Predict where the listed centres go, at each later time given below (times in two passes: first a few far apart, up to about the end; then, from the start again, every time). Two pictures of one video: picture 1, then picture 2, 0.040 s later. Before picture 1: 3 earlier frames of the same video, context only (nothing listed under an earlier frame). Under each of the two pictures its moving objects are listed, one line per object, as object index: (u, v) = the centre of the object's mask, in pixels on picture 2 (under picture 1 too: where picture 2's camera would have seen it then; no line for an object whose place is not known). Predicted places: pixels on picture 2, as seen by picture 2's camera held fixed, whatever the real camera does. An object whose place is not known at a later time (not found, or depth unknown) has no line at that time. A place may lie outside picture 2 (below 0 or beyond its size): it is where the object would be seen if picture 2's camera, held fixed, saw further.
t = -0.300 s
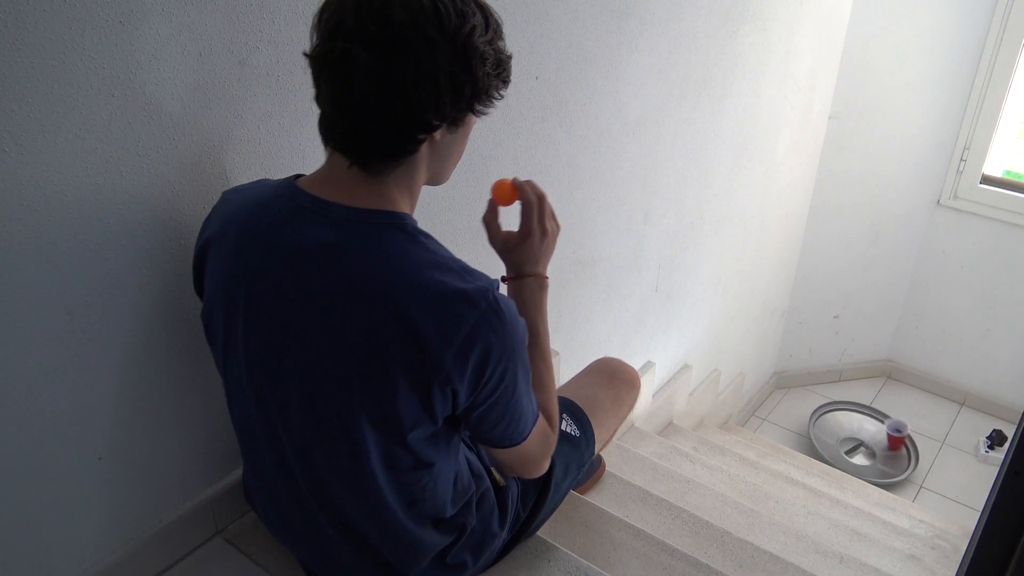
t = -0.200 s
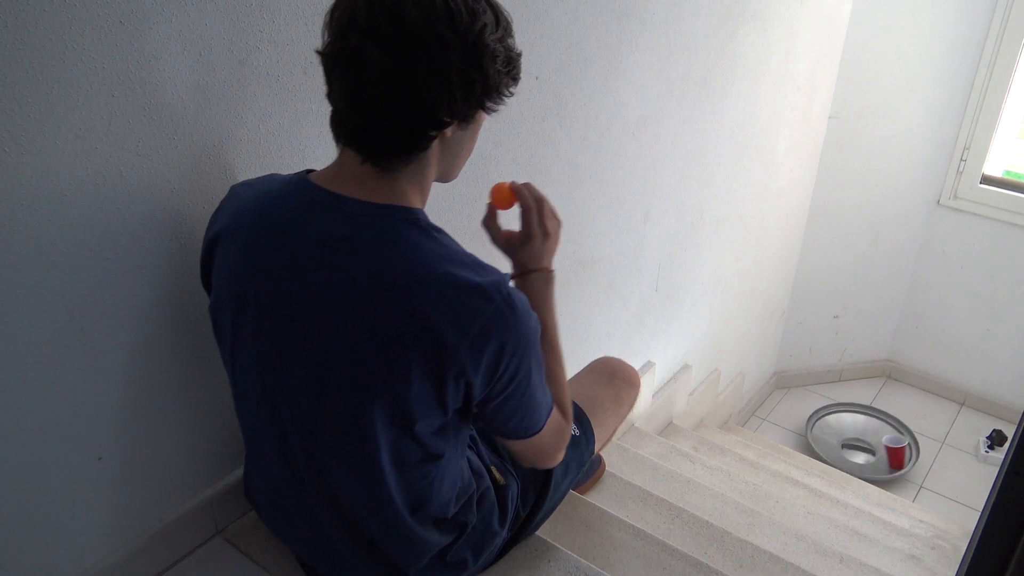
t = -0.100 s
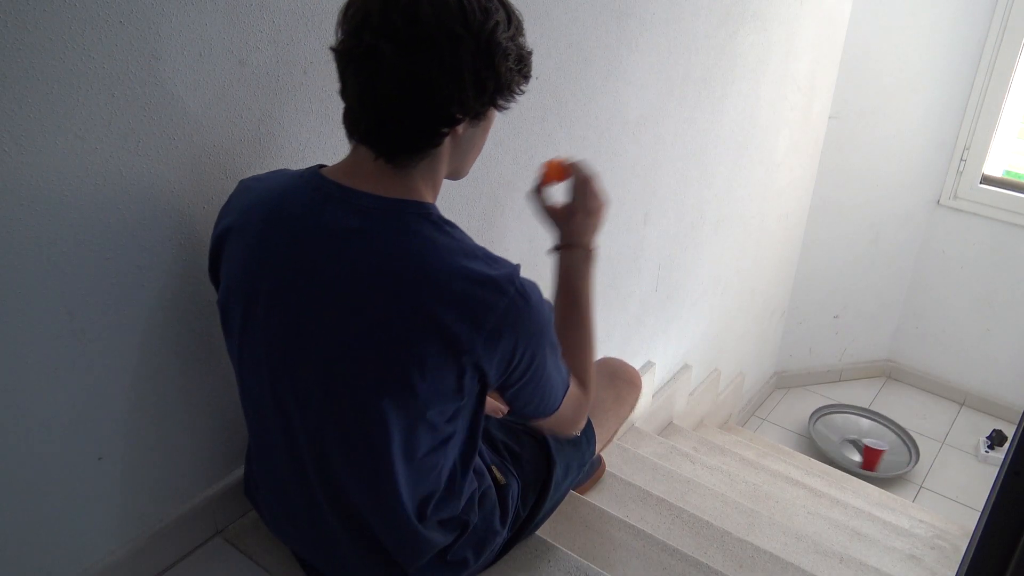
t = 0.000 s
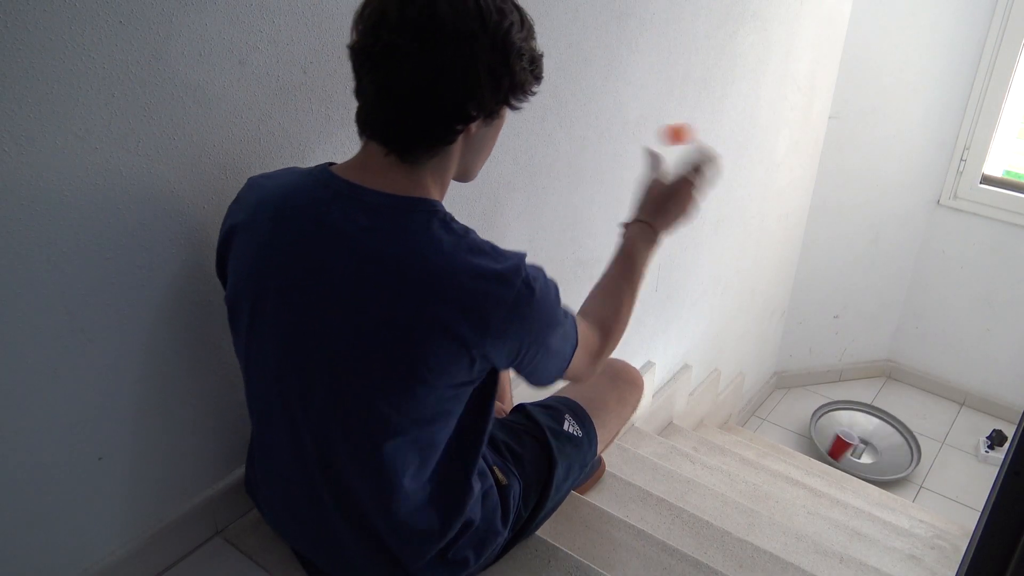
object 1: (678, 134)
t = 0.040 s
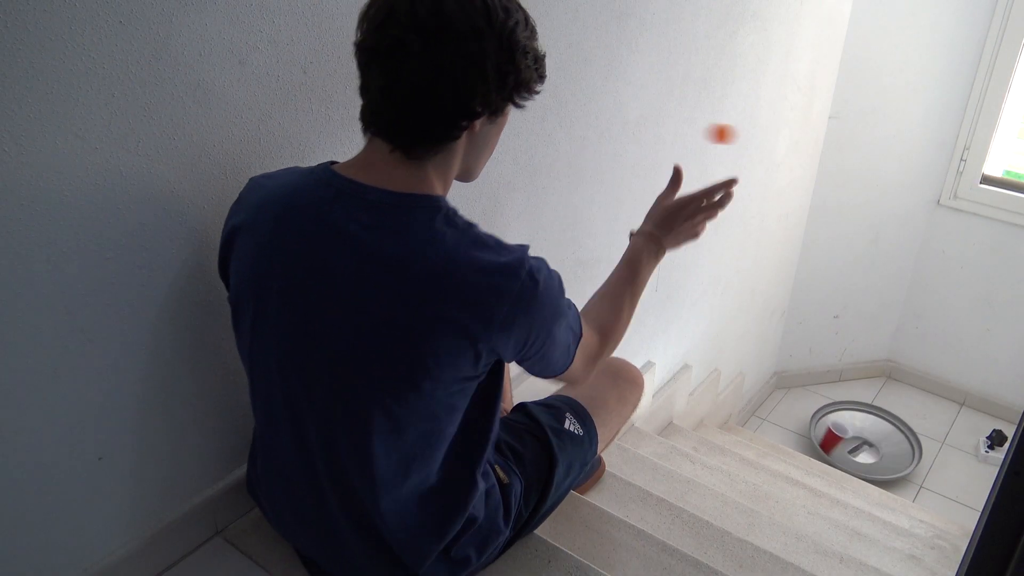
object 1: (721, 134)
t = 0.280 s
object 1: (862, 246)
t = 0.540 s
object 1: (887, 432)
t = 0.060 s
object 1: (741, 137)
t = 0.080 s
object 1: (759, 142)
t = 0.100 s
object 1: (775, 147)
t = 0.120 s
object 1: (789, 155)
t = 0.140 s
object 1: (802, 163)
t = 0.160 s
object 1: (814, 173)
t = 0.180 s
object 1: (824, 183)
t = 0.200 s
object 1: (834, 195)
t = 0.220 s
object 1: (842, 207)
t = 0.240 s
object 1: (849, 219)
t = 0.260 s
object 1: (856, 233)
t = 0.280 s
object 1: (862, 246)
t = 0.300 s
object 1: (867, 260)
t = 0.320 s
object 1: (871, 274)
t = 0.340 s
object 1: (875, 288)
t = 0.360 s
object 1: (878, 304)
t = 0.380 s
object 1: (880, 317)
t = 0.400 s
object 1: (882, 332)
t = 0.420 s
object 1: (884, 347)
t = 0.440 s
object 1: (885, 362)
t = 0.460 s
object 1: (886, 375)
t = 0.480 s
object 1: (887, 391)
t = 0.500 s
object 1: (887, 406)
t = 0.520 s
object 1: (887, 419)
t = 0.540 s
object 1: (887, 432)
